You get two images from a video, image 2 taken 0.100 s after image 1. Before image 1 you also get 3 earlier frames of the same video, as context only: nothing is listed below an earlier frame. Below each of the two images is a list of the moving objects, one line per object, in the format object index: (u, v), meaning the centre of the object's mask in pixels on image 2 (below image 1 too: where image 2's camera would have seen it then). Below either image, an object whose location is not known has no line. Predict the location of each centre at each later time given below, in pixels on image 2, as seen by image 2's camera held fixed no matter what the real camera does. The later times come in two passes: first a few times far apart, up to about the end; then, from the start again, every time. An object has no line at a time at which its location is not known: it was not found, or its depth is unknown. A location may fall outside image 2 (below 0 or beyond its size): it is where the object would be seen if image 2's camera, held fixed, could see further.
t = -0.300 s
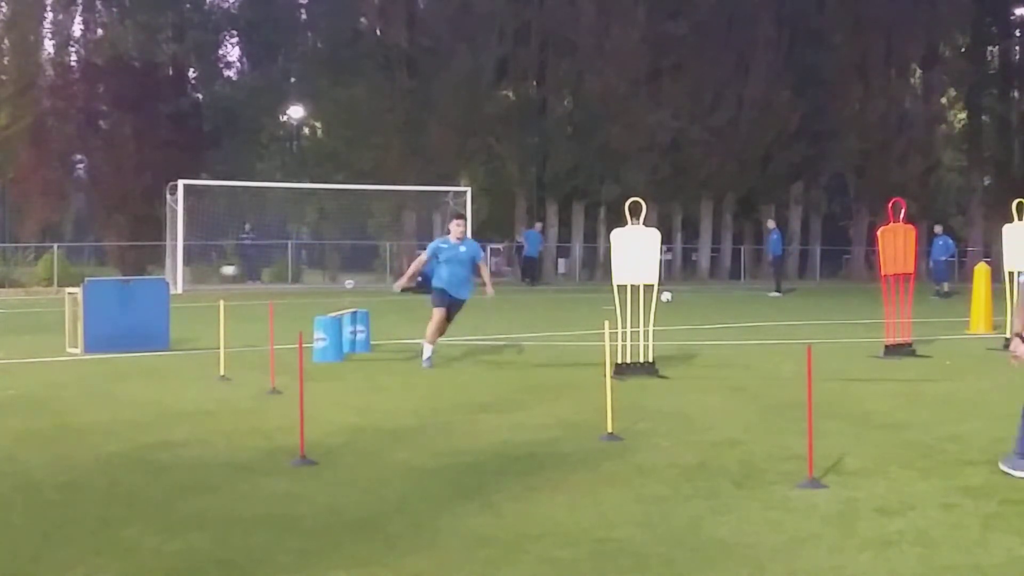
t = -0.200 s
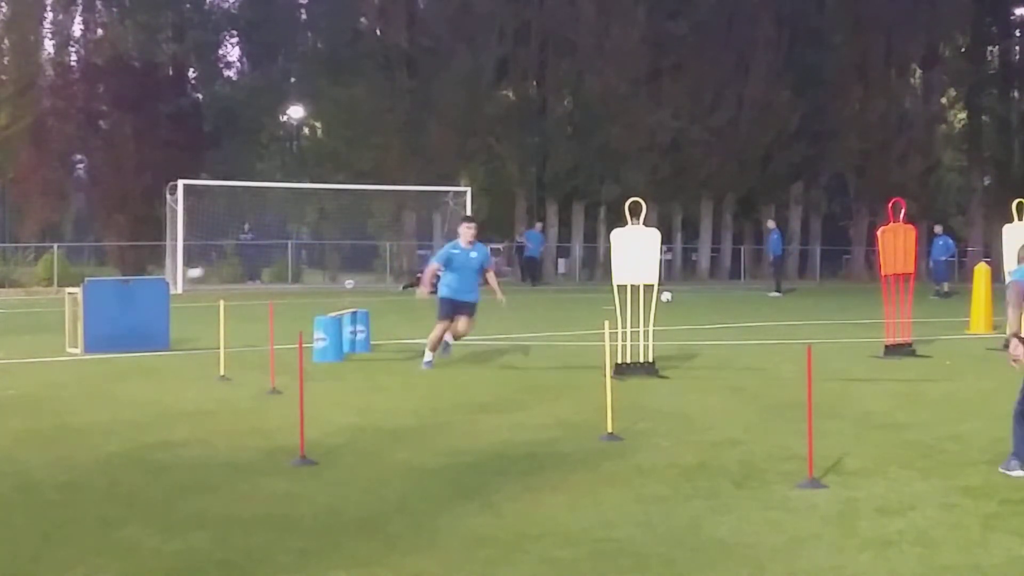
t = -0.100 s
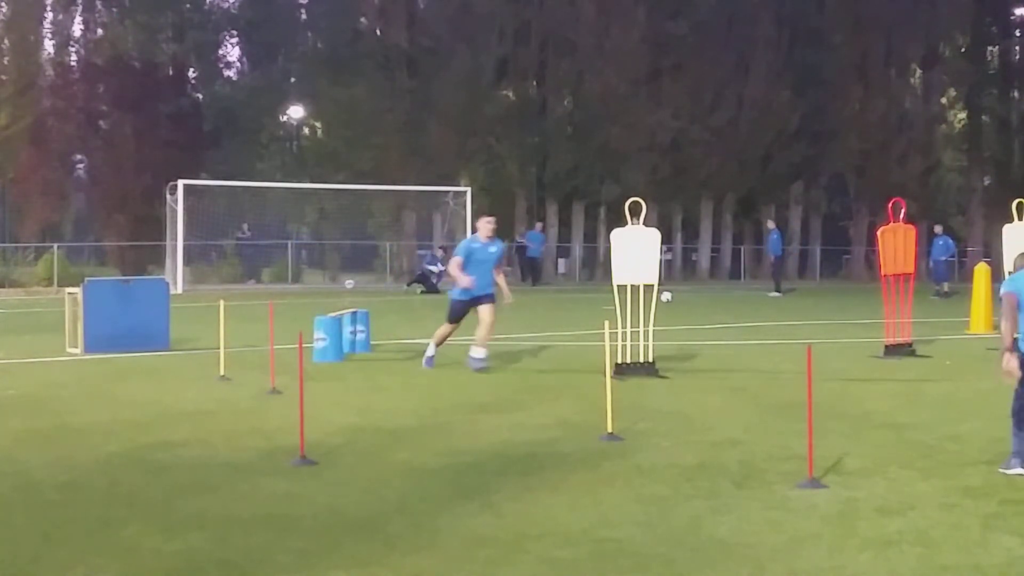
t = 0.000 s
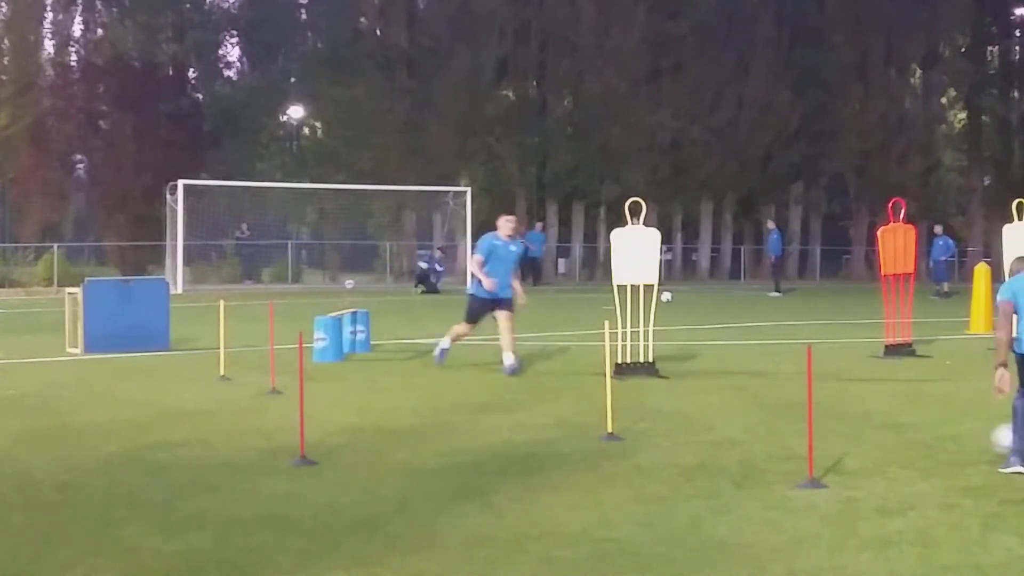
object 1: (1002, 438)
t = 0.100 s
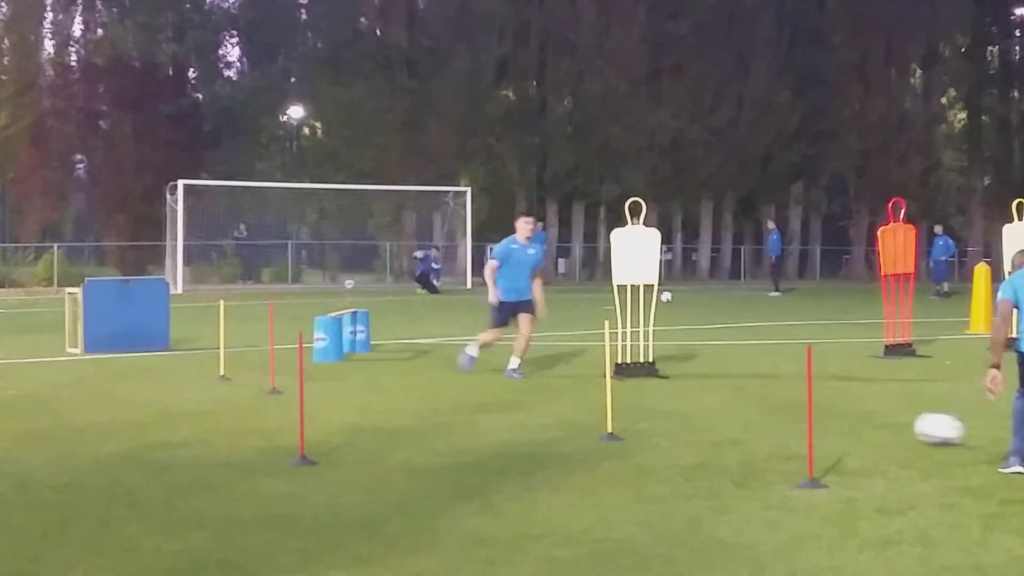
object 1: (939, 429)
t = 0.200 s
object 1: (873, 415)
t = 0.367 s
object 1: (783, 401)
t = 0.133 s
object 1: (915, 425)
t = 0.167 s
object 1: (893, 419)
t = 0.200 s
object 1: (873, 415)
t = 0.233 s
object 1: (852, 412)
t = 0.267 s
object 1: (833, 410)
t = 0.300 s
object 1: (816, 406)
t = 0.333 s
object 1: (794, 403)
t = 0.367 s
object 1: (783, 401)
